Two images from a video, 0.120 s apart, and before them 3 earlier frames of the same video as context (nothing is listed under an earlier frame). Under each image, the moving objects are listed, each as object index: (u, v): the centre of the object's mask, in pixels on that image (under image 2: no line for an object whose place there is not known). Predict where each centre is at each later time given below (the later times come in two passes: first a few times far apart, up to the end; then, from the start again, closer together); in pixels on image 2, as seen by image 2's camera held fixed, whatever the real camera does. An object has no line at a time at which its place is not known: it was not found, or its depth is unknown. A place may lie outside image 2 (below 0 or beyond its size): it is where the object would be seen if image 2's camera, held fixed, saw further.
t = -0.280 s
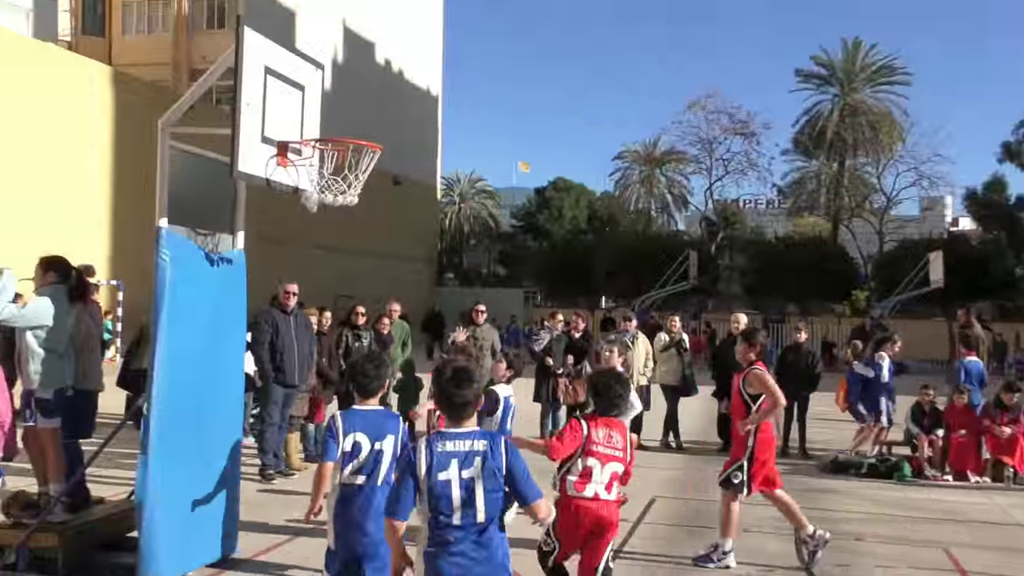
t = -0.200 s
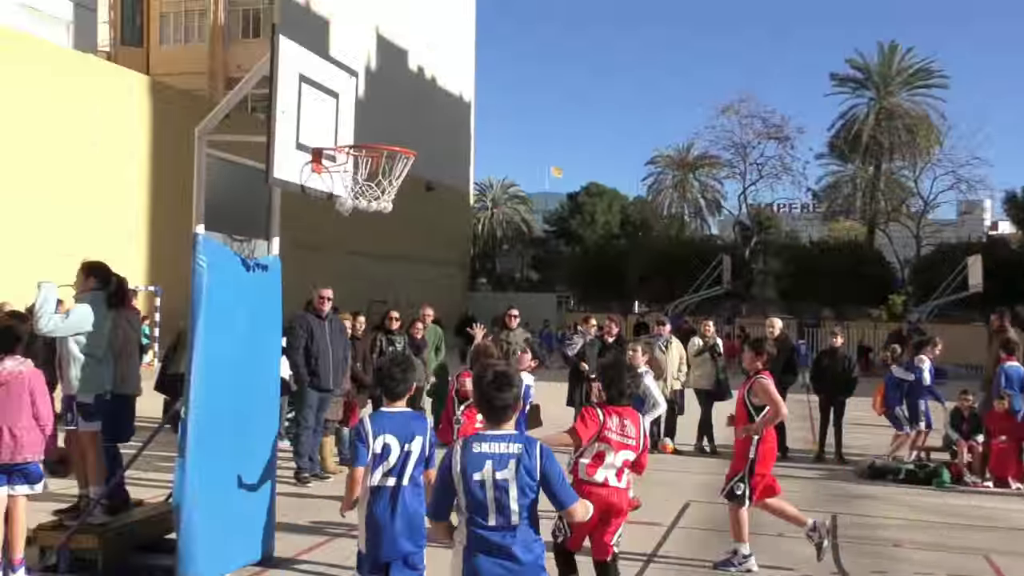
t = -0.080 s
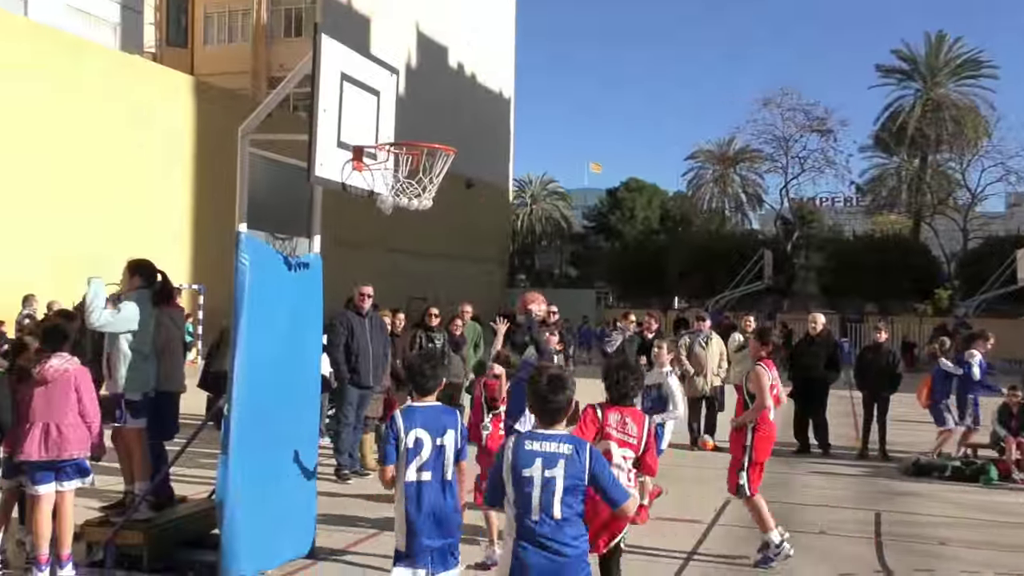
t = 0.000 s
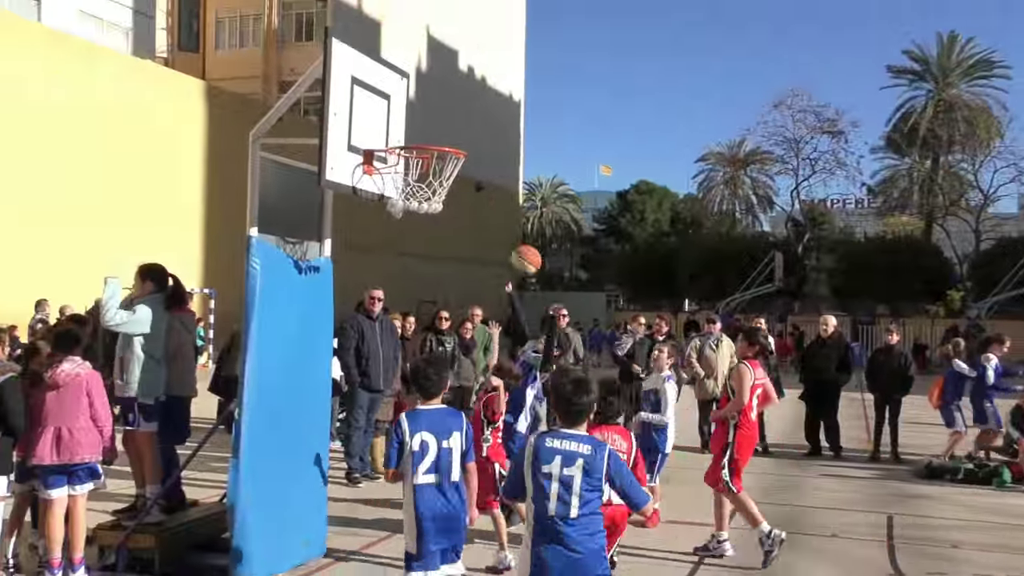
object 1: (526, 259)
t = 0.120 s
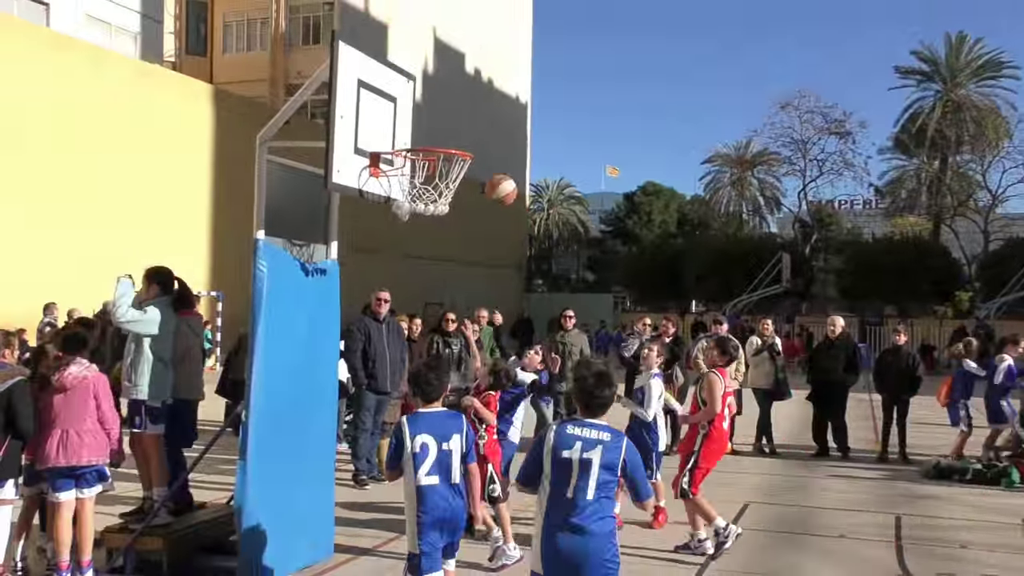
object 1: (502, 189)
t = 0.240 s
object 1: (468, 135)
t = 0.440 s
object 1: (414, 87)
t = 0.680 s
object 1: (437, 136)
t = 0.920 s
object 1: (458, 216)
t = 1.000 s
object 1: (464, 248)
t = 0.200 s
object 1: (482, 151)
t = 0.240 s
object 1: (468, 135)
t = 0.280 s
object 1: (455, 120)
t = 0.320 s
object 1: (443, 107)
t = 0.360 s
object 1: (432, 97)
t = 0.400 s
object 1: (420, 89)
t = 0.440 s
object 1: (414, 87)
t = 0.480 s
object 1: (418, 88)
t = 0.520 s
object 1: (422, 93)
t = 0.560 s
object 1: (426, 100)
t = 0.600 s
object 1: (429, 110)
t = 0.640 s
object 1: (432, 122)
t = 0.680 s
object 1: (437, 136)
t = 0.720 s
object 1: (442, 145)
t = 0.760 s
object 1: (449, 178)
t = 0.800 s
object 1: (453, 186)
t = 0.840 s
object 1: (455, 195)
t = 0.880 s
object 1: (458, 207)
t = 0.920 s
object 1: (458, 216)
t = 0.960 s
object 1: (462, 231)
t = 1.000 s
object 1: (464, 248)
